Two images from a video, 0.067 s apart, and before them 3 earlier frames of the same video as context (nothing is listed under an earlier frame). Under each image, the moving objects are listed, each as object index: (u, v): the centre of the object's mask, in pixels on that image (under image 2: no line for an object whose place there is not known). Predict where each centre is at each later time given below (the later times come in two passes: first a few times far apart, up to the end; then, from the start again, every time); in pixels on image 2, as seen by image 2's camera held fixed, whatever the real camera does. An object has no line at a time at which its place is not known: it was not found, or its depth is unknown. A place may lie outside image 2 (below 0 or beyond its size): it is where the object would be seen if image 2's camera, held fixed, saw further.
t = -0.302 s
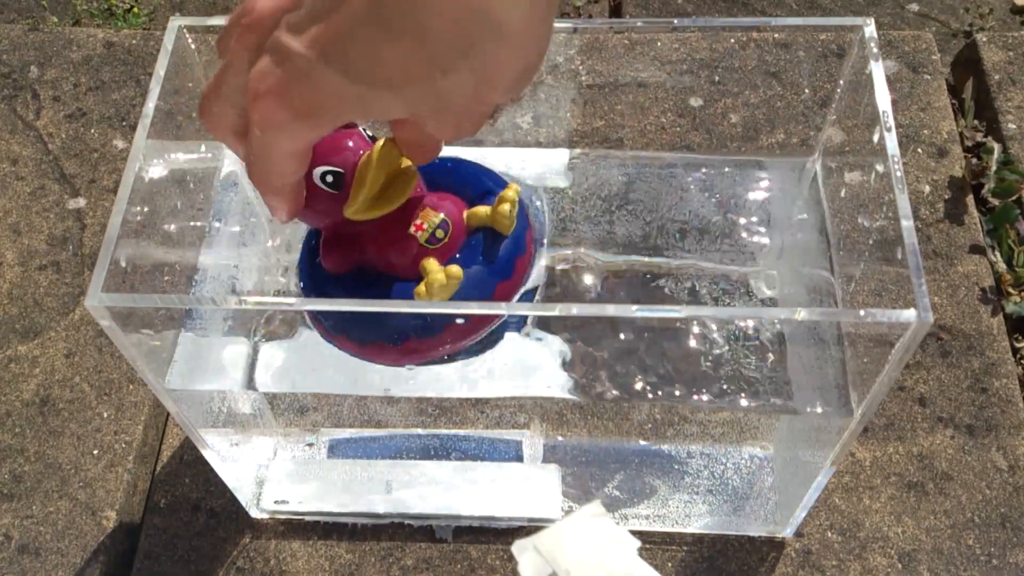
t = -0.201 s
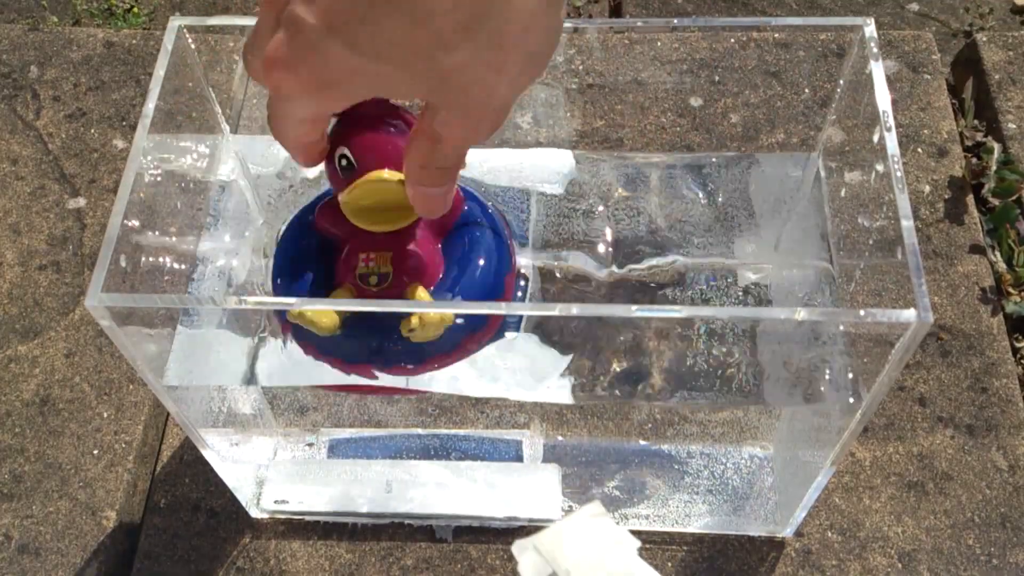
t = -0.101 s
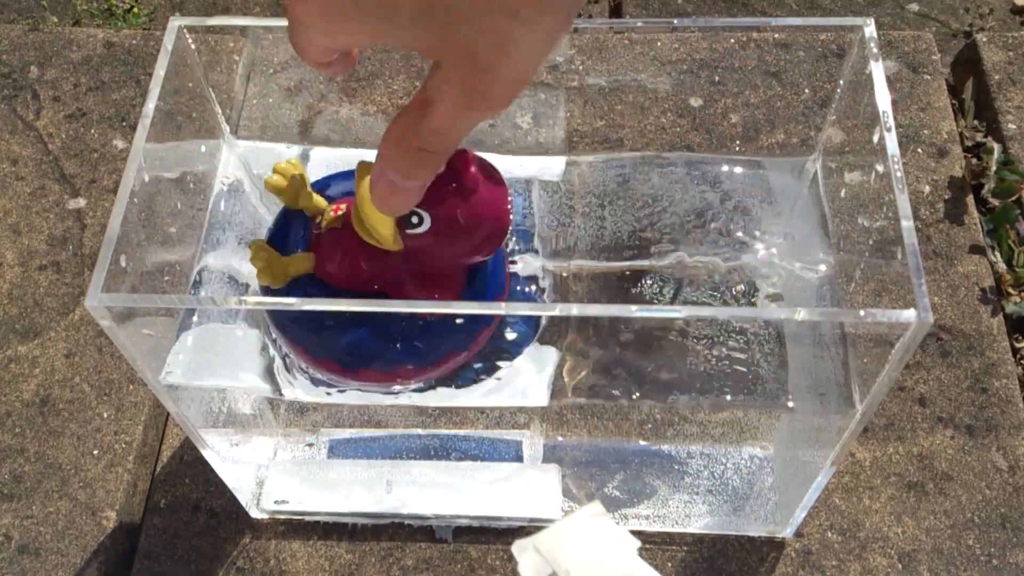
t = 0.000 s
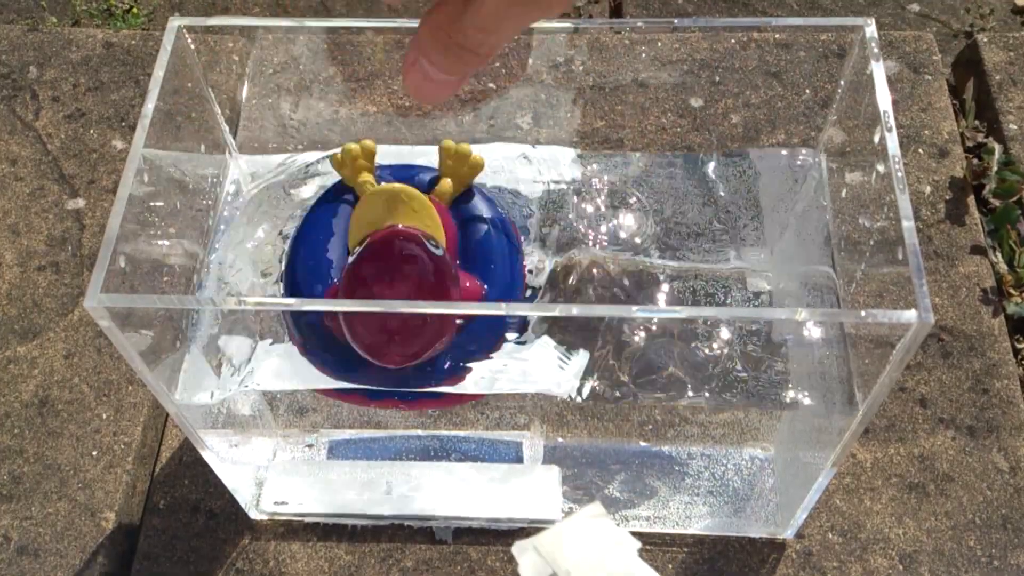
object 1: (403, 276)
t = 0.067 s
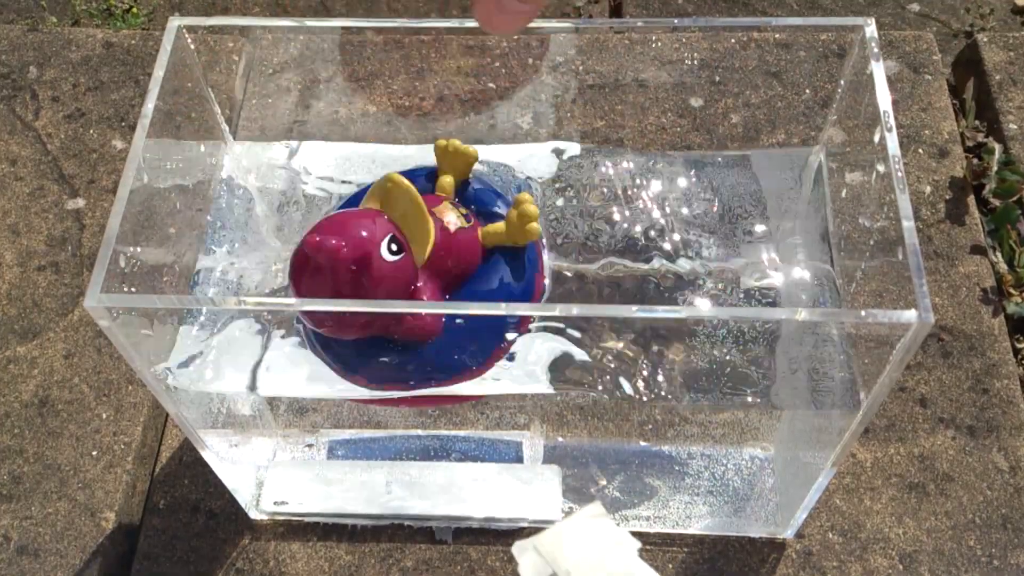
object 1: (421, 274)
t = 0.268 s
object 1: (412, 259)
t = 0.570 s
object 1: (409, 251)
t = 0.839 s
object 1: (425, 282)
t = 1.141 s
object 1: (417, 268)
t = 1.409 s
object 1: (413, 255)
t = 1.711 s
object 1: (417, 238)
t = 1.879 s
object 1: (413, 214)
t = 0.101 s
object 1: (416, 276)
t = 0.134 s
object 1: (412, 275)
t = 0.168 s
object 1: (407, 272)
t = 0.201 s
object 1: (408, 268)
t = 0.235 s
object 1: (410, 264)
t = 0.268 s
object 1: (412, 259)
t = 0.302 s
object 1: (415, 254)
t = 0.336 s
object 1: (416, 250)
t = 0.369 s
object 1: (418, 248)
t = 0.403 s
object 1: (415, 243)
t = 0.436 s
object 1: (416, 221)
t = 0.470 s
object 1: (413, 239)
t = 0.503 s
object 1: (408, 244)
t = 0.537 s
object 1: (406, 247)
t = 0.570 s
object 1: (409, 251)
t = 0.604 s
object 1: (412, 253)
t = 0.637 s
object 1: (416, 255)
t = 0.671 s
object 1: (419, 257)
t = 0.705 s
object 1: (423, 260)
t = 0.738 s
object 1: (425, 264)
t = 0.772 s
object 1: (427, 272)
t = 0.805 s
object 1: (427, 279)
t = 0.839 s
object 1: (425, 282)
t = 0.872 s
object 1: (422, 282)
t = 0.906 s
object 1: (418, 284)
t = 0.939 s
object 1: (416, 285)
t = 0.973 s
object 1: (414, 284)
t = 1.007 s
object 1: (413, 283)
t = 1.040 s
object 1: (413, 280)
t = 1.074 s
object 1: (415, 274)
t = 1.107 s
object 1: (416, 271)
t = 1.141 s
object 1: (417, 268)
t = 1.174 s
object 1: (419, 265)
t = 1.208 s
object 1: (416, 262)
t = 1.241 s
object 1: (417, 263)
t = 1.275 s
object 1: (415, 262)
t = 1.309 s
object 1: (416, 262)
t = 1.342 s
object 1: (415, 261)
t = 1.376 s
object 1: (414, 258)
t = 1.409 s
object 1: (413, 255)
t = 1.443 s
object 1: (413, 252)
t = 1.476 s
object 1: (413, 248)
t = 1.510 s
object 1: (414, 246)
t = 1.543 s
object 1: (416, 244)
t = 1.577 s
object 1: (416, 242)
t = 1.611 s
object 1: (417, 241)
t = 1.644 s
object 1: (419, 241)
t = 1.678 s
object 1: (418, 240)
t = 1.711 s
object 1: (417, 238)
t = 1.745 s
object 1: (416, 236)
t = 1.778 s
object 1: (416, 215)
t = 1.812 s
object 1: (415, 214)
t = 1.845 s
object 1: (413, 213)
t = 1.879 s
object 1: (413, 214)
